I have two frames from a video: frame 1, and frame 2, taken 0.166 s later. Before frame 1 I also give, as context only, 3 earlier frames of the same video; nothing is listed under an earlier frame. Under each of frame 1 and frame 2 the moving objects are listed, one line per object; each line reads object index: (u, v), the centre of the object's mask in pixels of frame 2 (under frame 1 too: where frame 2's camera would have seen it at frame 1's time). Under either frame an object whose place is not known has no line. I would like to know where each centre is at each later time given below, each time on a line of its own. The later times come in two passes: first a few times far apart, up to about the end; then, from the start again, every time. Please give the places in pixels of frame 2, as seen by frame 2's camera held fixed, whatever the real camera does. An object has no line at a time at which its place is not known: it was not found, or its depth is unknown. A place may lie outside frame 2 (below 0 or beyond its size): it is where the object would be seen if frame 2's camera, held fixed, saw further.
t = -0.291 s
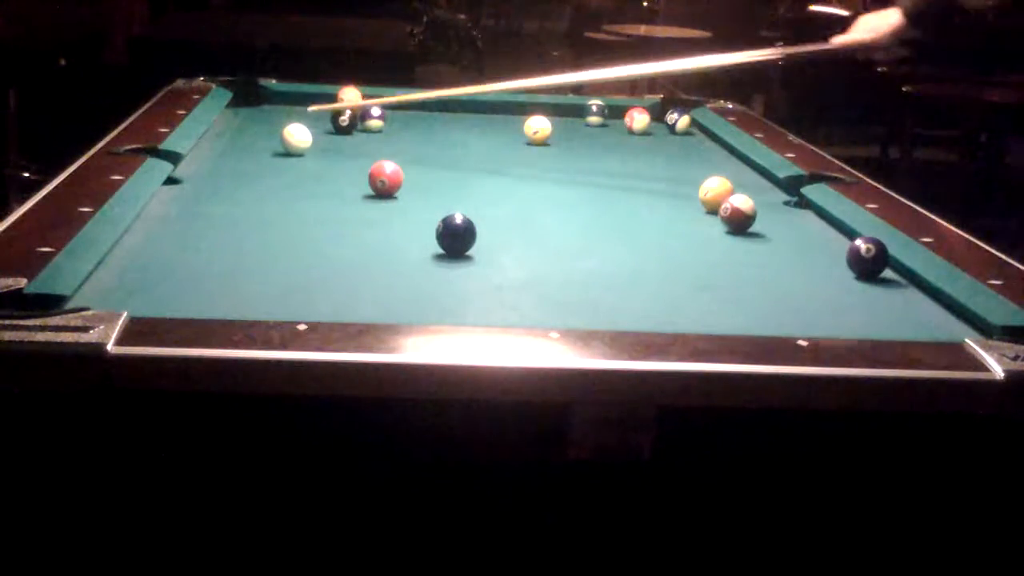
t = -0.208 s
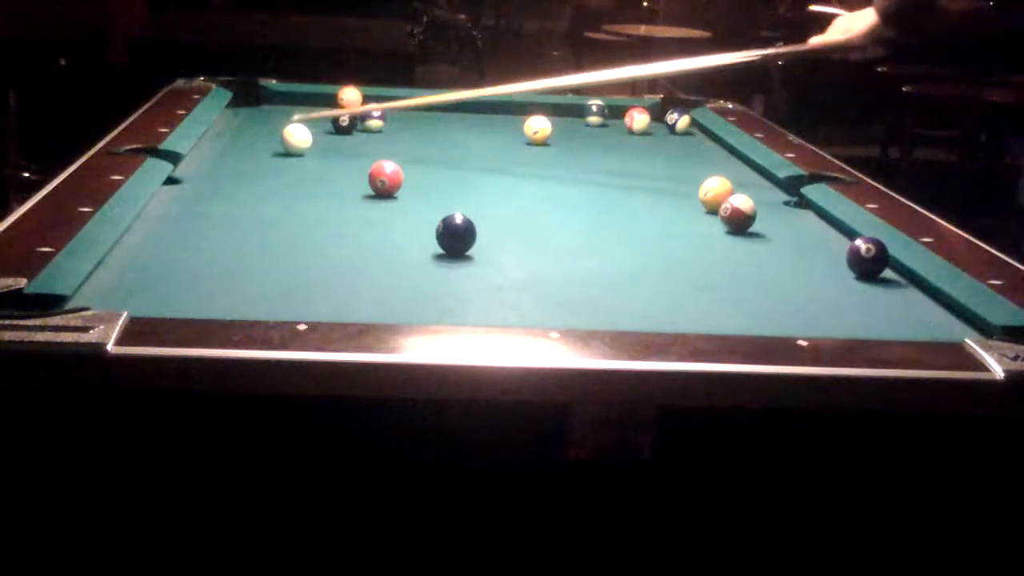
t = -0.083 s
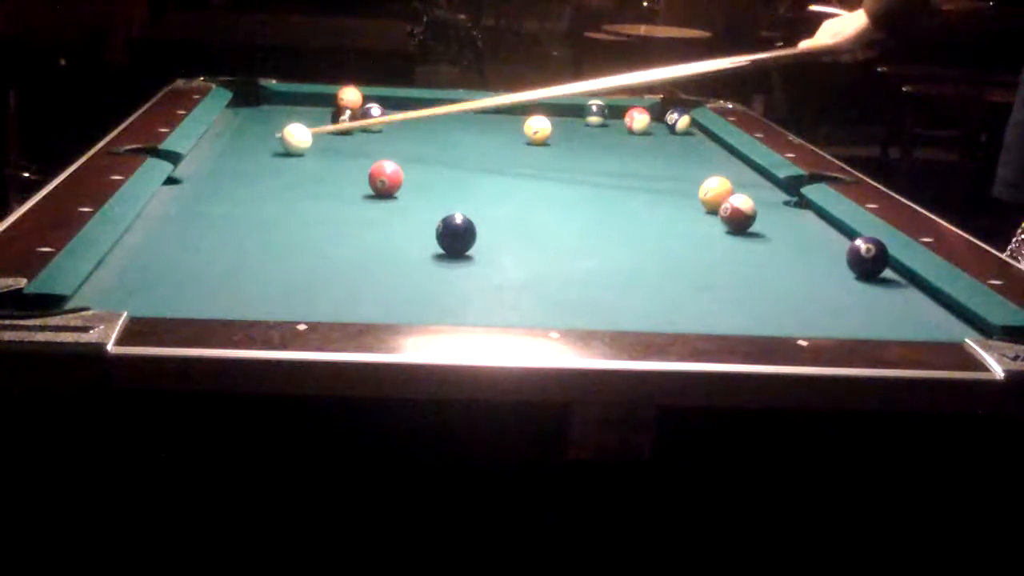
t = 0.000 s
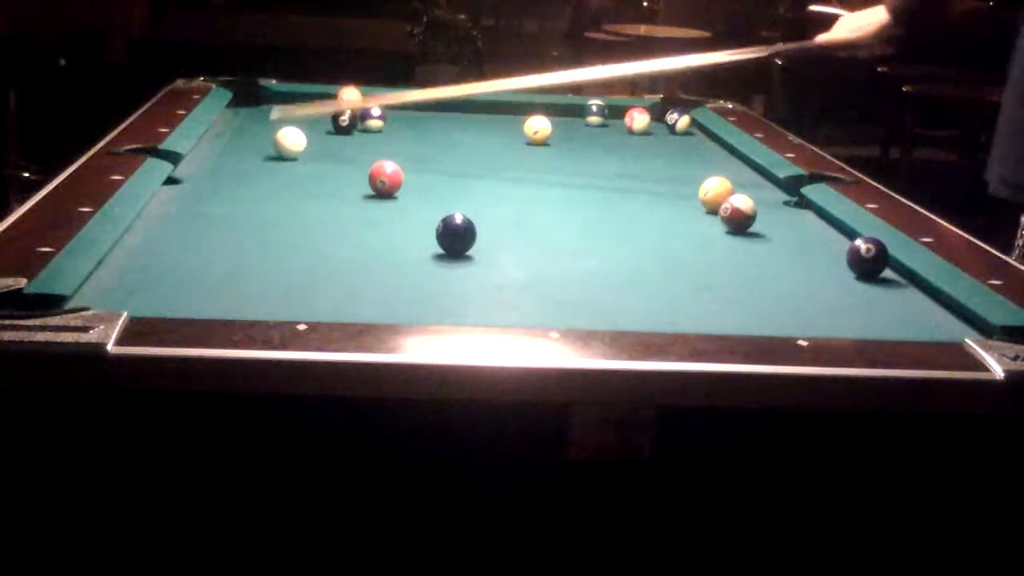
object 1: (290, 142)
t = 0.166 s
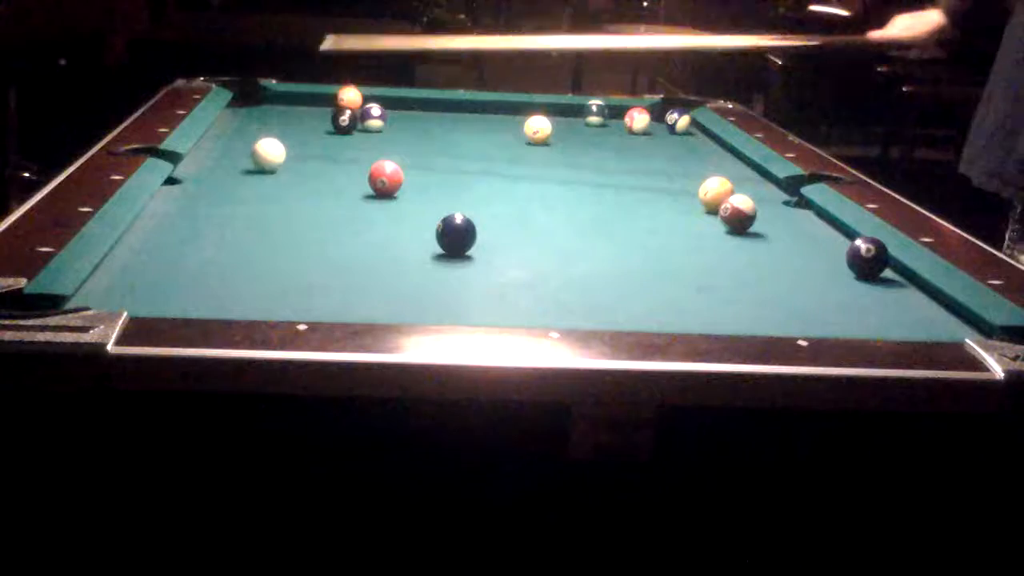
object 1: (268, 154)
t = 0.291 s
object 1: (251, 164)
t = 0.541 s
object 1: (211, 186)
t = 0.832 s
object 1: (159, 216)
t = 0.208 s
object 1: (262, 157)
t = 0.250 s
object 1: (256, 161)
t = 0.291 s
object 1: (251, 164)
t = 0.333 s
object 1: (245, 167)
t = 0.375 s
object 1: (238, 171)
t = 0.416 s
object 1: (232, 174)
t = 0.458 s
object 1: (225, 178)
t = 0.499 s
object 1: (218, 182)
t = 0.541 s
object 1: (211, 186)
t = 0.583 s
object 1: (204, 190)
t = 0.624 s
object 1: (197, 194)
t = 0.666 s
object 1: (190, 198)
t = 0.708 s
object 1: (182, 202)
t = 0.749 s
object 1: (174, 206)
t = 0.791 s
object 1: (166, 211)
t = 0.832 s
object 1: (159, 216)
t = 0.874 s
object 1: (159, 221)
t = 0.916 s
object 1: (158, 226)
